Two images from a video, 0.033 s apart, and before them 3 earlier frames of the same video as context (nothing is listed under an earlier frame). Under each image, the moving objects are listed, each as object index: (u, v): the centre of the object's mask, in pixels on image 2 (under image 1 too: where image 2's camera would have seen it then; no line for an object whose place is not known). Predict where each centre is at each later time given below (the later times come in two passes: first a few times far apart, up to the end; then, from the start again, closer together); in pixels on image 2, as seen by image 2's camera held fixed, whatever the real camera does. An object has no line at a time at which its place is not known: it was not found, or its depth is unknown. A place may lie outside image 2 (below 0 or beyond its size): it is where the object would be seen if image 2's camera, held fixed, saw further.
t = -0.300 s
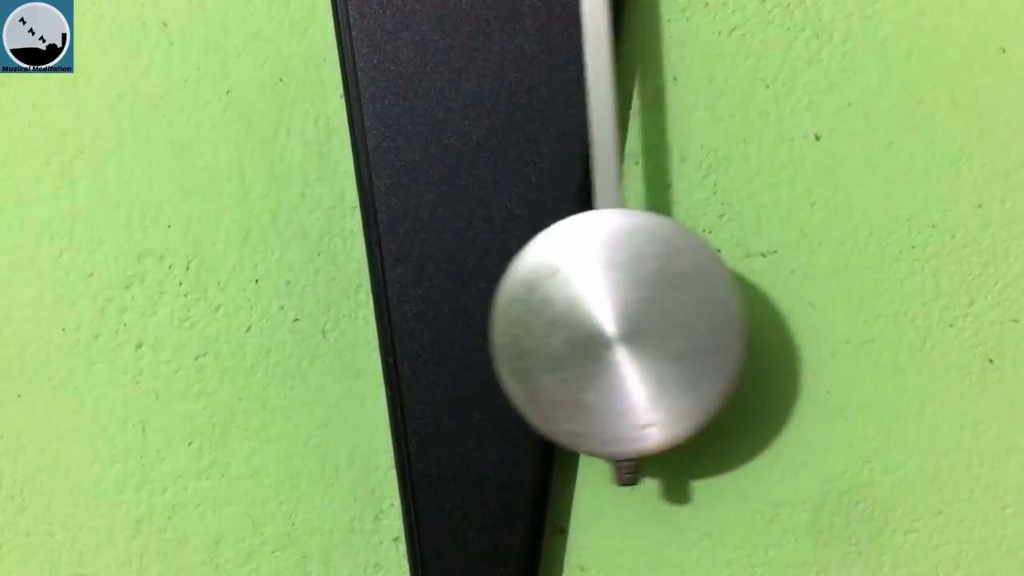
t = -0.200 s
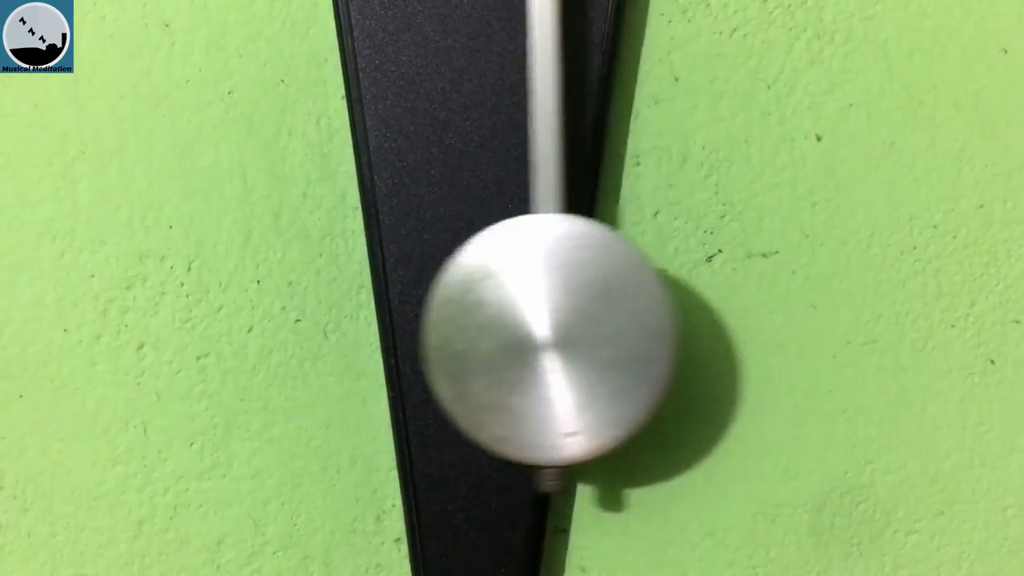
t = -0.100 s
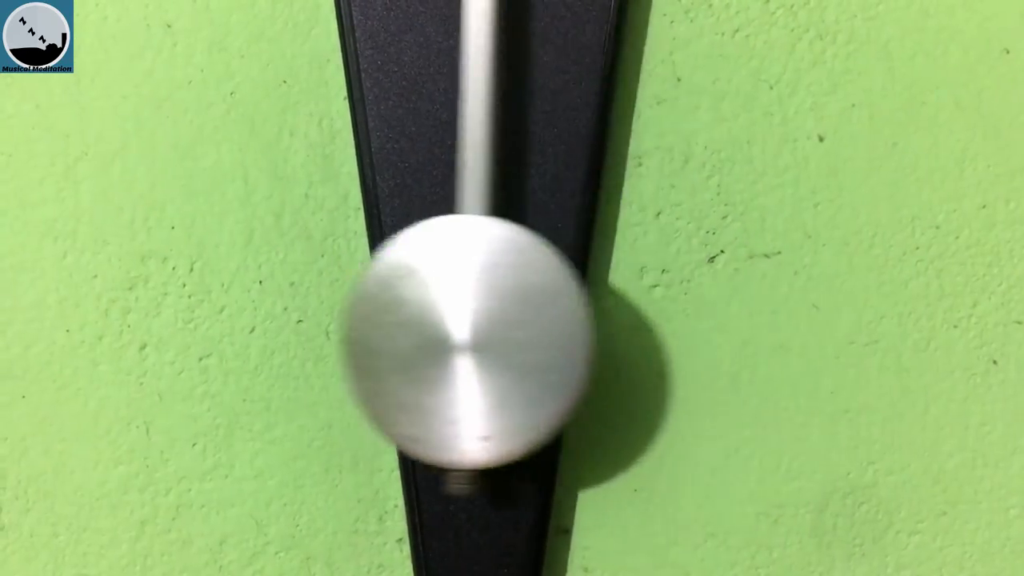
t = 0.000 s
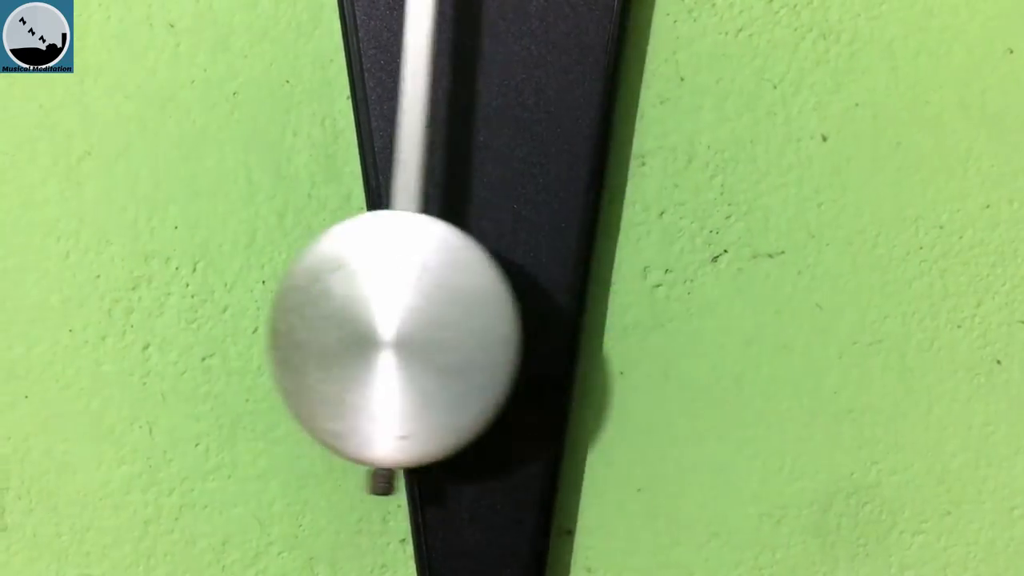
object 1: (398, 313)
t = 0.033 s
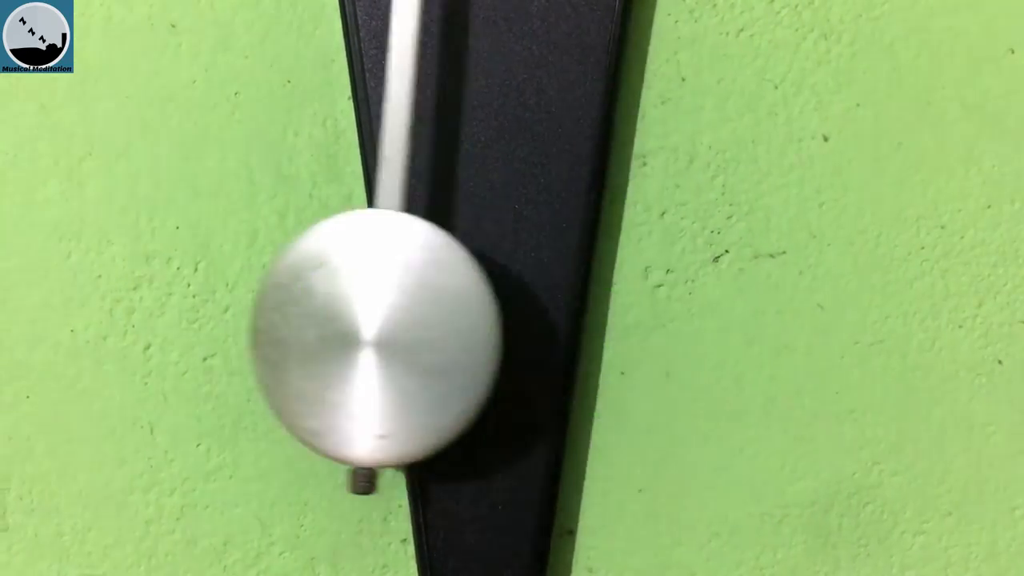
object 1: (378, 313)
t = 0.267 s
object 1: (373, 312)
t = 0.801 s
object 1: (655, 311)
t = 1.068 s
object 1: (477, 313)
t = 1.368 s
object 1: (350, 311)
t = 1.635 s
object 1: (513, 311)
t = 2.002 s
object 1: (645, 311)
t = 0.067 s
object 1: (362, 313)
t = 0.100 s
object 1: (351, 313)
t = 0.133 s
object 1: (345, 314)
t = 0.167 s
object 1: (344, 313)
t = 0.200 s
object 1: (349, 313)
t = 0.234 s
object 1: (358, 313)
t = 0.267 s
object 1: (373, 312)
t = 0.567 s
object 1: (597, 310)
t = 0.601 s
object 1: (618, 310)
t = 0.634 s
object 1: (636, 310)
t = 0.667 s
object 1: (650, 310)
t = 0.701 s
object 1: (659, 310)
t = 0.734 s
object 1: (663, 310)
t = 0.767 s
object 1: (661, 311)
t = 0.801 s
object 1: (655, 311)
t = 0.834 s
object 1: (643, 312)
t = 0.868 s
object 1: (627, 312)
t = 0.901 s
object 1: (607, 313)
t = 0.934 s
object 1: (584, 313)
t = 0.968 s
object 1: (558, 313)
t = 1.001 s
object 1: (531, 313)
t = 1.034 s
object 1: (504, 312)
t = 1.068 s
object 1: (477, 313)
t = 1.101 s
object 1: (450, 311)
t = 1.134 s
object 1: (425, 312)
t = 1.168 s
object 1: (401, 311)
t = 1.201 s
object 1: (382, 311)
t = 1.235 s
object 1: (366, 311)
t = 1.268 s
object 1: (355, 310)
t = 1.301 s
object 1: (348, 311)
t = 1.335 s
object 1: (347, 311)
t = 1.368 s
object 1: (350, 311)
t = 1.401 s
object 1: (359, 310)
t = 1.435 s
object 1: (373, 310)
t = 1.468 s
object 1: (390, 310)
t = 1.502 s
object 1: (412, 309)
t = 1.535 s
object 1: (435, 309)
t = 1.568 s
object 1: (461, 309)
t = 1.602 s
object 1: (487, 310)
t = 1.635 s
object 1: (513, 311)
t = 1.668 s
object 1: (542, 311)
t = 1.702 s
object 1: (567, 311)
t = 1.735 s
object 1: (592, 312)
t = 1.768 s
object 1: (615, 311)
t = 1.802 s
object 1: (633, 311)
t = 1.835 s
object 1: (648, 311)
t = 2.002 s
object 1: (645, 311)
